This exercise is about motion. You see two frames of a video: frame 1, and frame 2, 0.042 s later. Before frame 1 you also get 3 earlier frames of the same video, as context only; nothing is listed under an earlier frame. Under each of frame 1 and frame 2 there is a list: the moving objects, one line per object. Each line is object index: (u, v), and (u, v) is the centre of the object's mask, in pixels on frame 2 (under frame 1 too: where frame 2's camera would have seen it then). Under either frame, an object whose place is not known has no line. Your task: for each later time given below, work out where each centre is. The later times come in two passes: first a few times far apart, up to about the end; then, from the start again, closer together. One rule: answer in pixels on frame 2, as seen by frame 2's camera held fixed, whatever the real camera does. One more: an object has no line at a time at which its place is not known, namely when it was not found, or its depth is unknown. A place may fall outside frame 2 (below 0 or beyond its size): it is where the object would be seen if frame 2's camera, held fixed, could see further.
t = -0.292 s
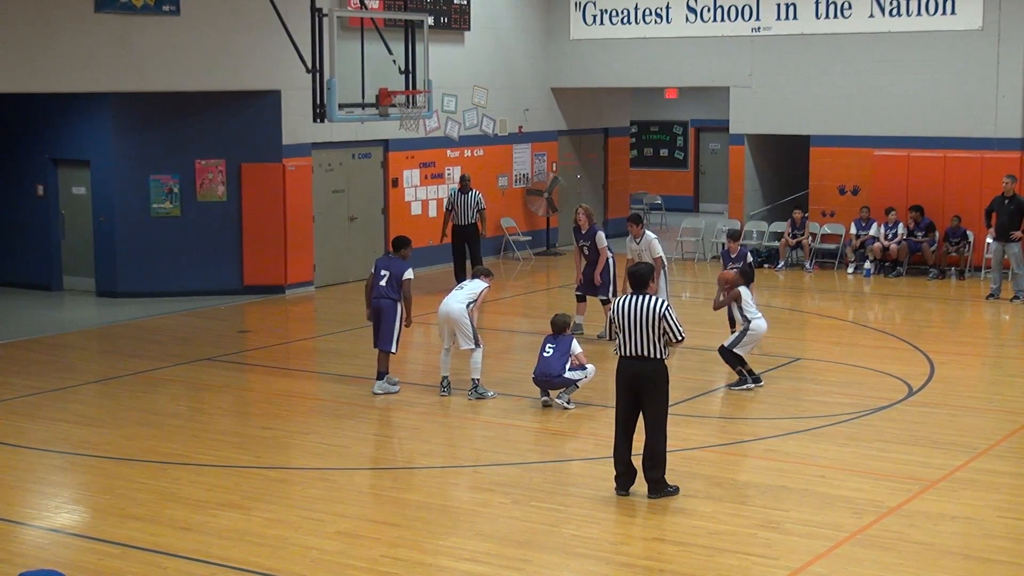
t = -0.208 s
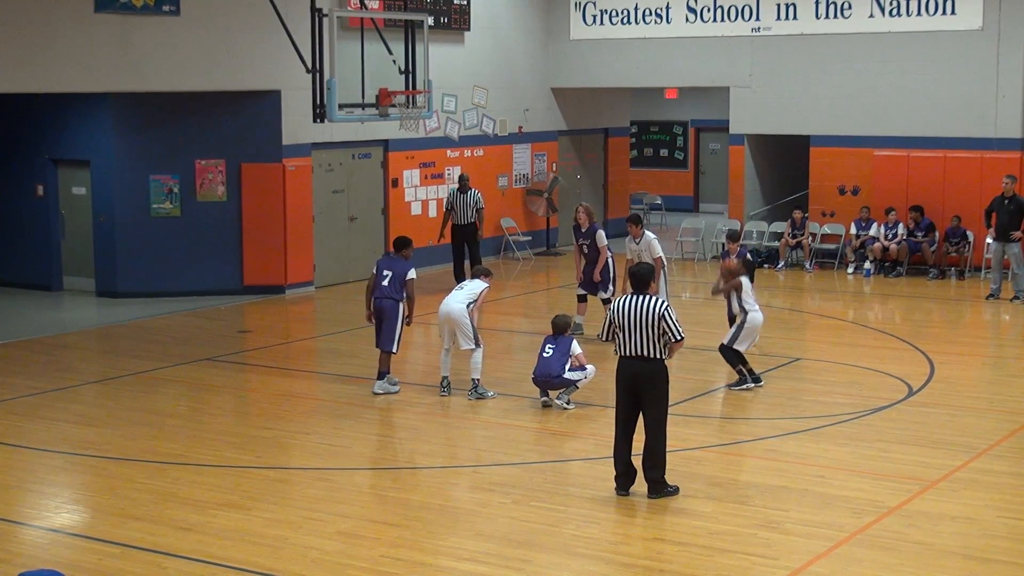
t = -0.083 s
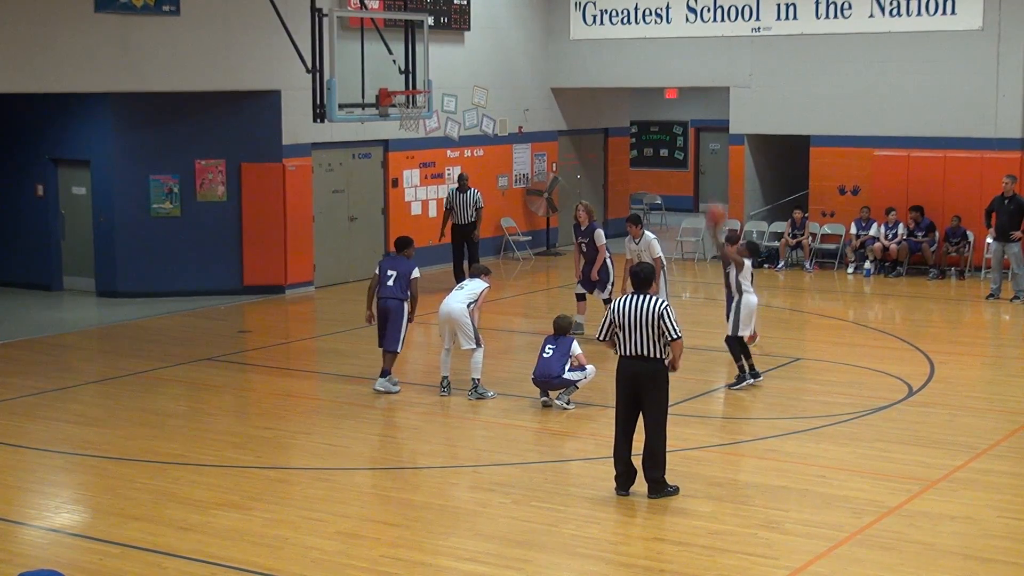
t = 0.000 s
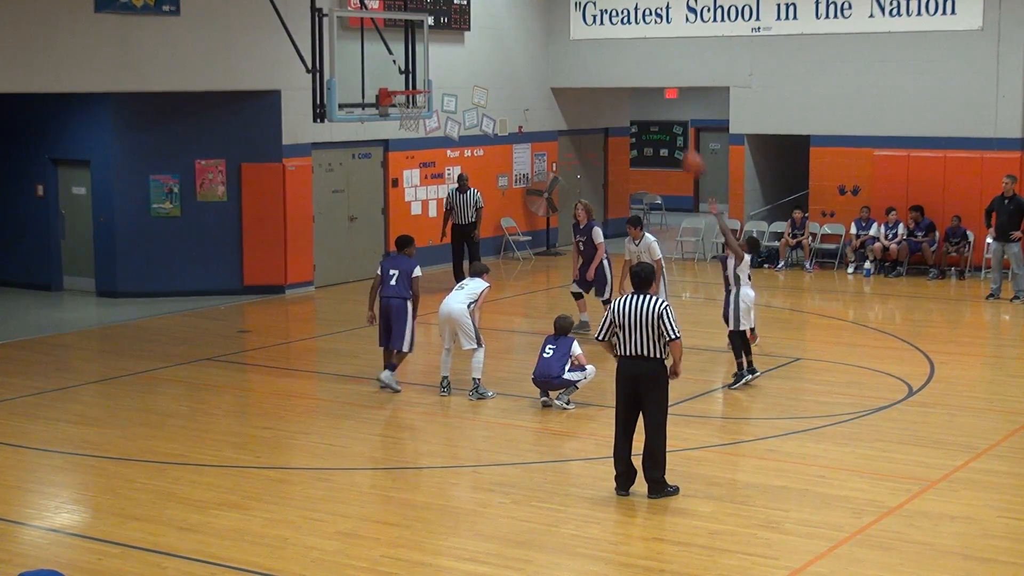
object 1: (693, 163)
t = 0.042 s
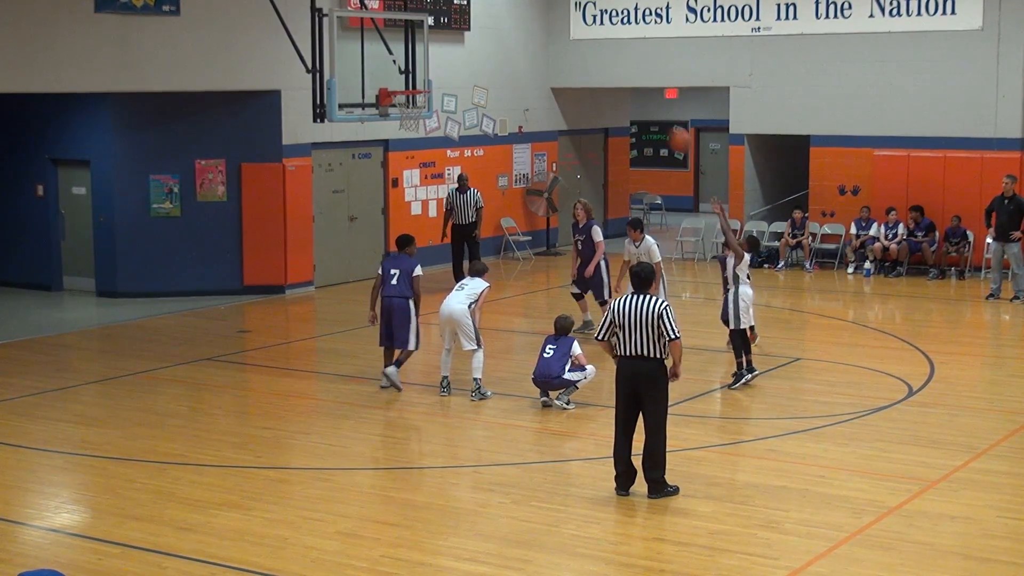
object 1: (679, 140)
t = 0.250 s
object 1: (621, 51)
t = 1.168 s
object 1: (401, 113)
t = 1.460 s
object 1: (395, 181)
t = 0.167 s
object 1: (643, 81)
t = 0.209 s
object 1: (632, 65)
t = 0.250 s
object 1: (621, 51)
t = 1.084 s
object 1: (410, 91)
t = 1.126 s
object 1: (405, 102)
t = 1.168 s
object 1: (401, 113)
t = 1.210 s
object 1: (398, 119)
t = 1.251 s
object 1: (398, 126)
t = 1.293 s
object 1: (396, 134)
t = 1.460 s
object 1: (395, 181)
